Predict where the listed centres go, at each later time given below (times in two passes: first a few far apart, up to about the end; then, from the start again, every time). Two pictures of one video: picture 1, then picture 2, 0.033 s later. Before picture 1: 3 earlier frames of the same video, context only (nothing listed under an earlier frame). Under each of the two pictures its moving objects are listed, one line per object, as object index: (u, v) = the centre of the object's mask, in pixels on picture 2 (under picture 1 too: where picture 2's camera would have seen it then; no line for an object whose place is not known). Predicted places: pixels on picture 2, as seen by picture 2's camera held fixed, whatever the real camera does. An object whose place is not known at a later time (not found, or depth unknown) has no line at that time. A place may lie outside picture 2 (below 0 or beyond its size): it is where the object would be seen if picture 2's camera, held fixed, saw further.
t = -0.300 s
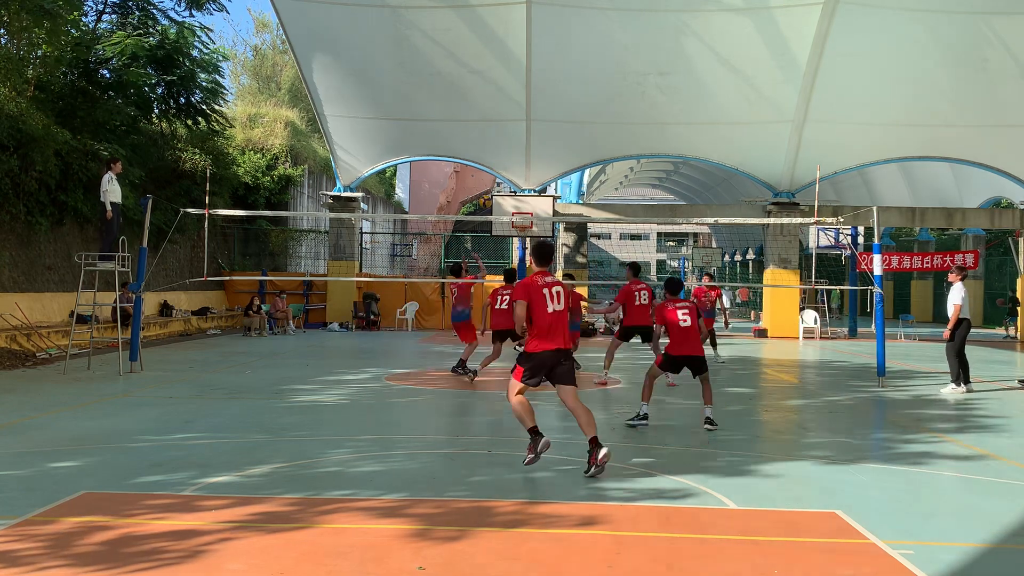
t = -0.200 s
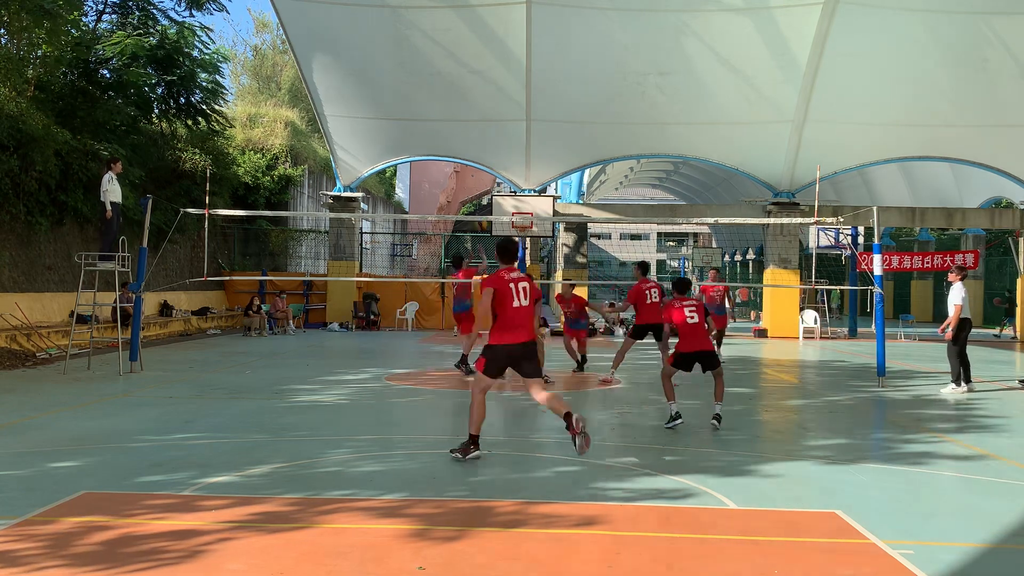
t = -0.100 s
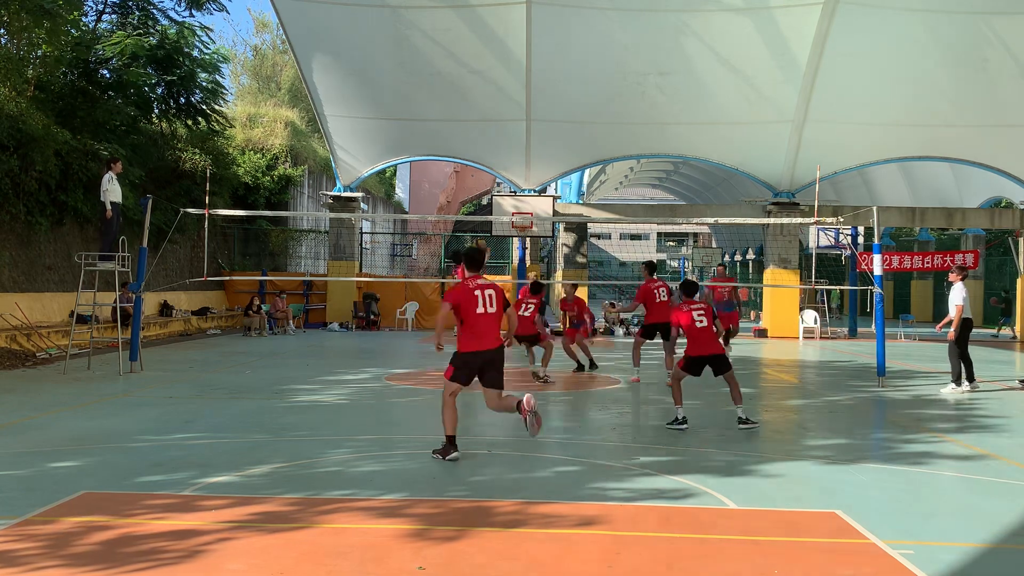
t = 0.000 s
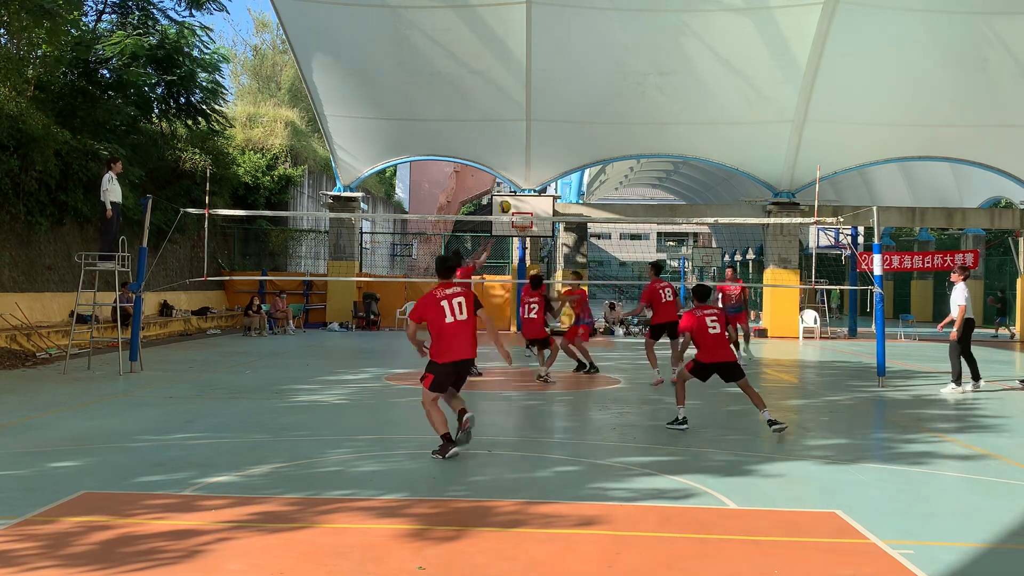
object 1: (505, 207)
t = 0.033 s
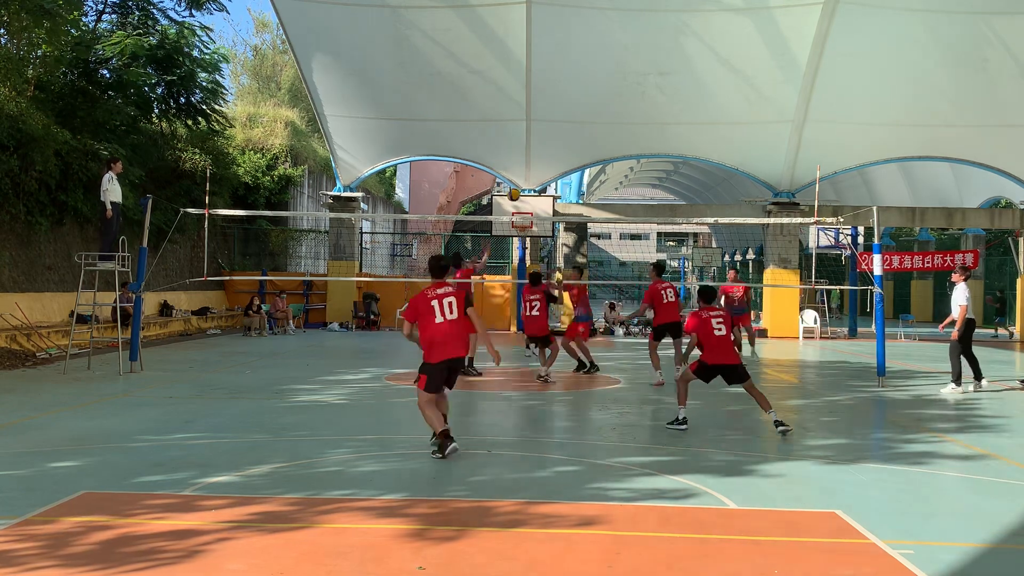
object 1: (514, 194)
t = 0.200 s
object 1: (557, 147)
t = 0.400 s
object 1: (606, 115)
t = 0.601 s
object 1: (653, 109)
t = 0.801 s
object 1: (698, 127)
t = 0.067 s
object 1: (522, 183)
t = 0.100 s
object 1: (531, 173)
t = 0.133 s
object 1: (540, 164)
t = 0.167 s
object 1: (548, 155)
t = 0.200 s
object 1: (557, 147)
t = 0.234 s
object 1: (565, 140)
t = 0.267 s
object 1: (573, 134)
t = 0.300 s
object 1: (582, 128)
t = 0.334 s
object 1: (590, 123)
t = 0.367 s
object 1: (598, 118)
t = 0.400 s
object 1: (606, 115)
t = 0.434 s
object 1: (614, 112)
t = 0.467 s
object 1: (622, 109)
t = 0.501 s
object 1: (630, 109)
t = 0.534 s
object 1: (638, 108)
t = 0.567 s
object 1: (646, 108)
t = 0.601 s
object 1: (653, 109)
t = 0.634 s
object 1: (661, 110)
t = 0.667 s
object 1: (668, 112)
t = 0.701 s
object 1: (676, 115)
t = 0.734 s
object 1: (683, 118)
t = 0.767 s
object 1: (691, 122)
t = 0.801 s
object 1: (698, 127)
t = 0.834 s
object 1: (705, 132)
